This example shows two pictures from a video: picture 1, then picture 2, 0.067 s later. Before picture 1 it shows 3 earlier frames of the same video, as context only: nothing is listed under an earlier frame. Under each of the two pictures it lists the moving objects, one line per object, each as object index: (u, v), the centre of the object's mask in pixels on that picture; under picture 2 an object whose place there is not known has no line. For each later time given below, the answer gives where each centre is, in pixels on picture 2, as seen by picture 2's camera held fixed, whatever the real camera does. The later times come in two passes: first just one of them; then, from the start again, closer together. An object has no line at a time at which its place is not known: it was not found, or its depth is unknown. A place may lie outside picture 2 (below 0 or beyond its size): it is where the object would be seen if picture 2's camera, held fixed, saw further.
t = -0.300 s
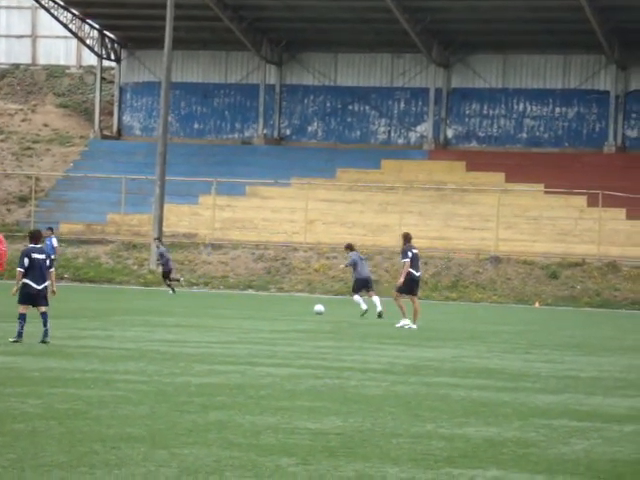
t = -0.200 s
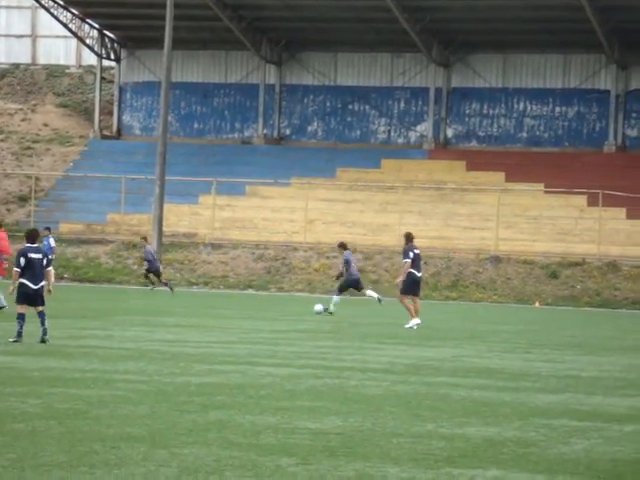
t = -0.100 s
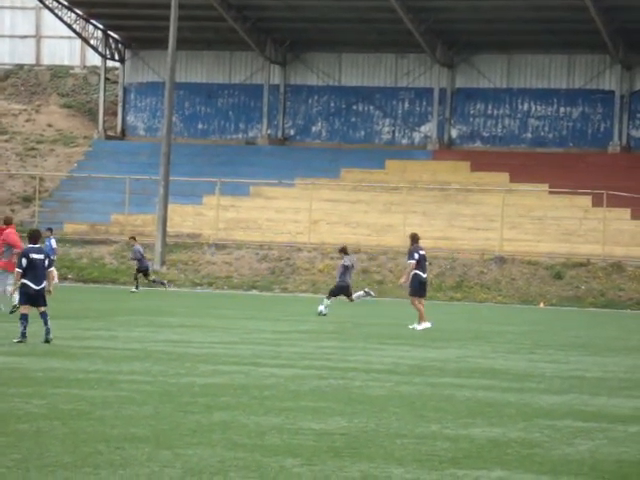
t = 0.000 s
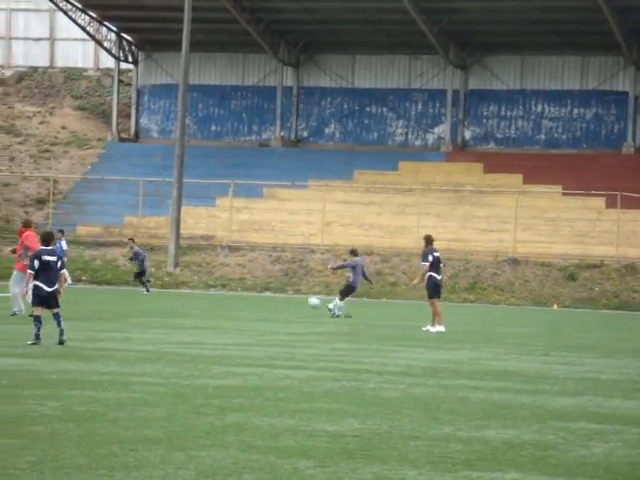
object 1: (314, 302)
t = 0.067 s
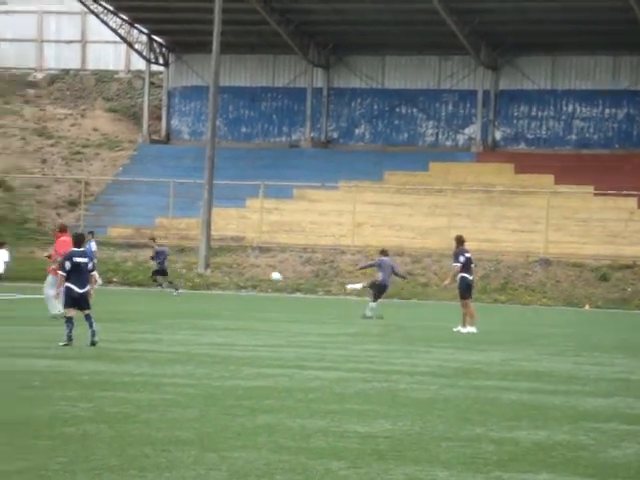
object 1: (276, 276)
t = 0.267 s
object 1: (74, 211)
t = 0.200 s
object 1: (141, 231)
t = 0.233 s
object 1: (108, 221)
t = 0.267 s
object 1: (74, 211)
